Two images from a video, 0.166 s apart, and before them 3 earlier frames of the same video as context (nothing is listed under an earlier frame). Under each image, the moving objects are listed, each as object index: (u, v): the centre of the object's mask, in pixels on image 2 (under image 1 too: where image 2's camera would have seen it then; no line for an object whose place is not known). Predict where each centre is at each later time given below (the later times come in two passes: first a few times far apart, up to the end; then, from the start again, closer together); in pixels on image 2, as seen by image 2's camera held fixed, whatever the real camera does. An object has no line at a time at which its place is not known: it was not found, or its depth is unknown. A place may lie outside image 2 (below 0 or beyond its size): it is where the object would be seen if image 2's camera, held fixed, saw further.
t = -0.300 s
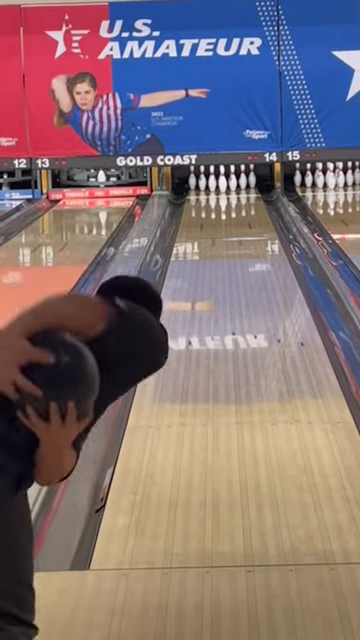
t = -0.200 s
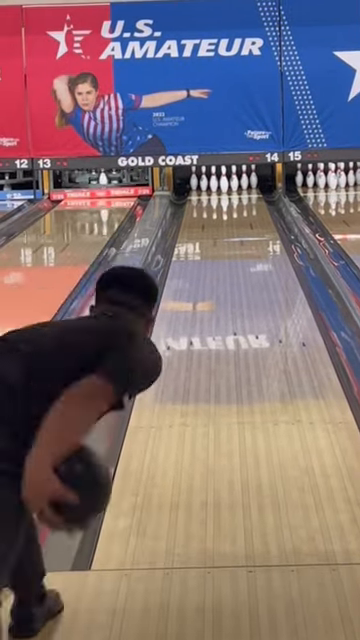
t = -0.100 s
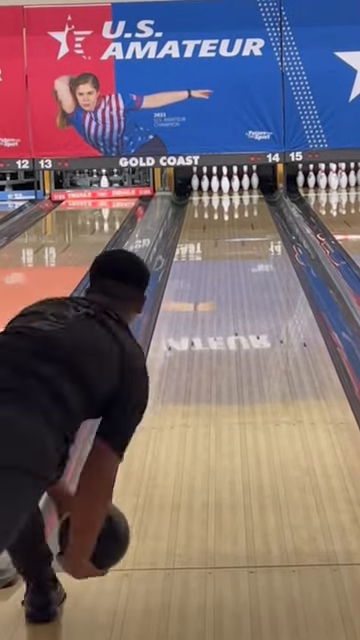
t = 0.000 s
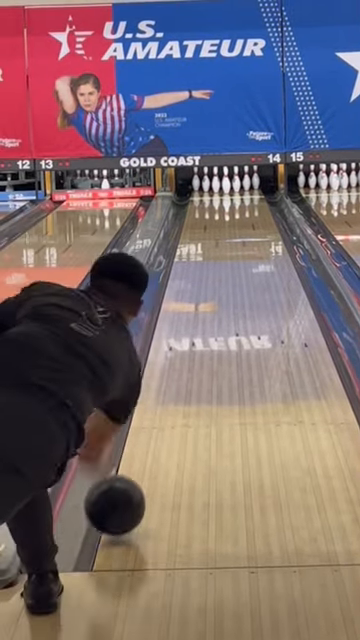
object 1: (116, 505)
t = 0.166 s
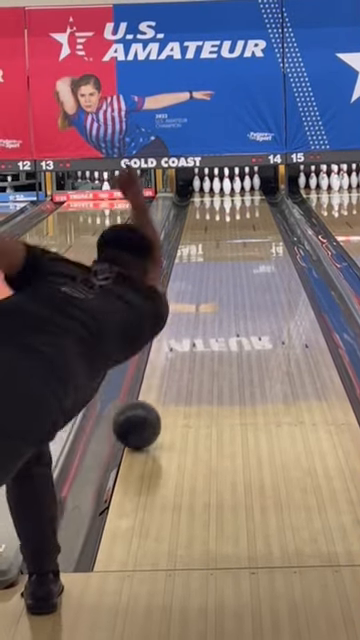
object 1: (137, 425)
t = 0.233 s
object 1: (144, 401)
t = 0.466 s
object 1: (161, 336)
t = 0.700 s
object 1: (177, 294)
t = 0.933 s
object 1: (183, 266)
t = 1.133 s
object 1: (190, 248)
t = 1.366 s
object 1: (196, 230)
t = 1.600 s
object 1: (202, 217)
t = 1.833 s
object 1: (208, 206)
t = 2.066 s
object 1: (216, 196)
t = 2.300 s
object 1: (224, 188)
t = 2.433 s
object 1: (228, 185)
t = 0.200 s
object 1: (140, 412)
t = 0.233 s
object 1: (144, 401)
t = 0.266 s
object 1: (146, 389)
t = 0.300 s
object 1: (149, 379)
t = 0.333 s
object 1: (152, 369)
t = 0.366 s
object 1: (154, 360)
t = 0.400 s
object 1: (157, 352)
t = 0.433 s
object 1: (159, 343)
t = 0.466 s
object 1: (161, 336)
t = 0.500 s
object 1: (163, 329)
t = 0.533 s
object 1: (164, 323)
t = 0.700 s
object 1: (177, 294)
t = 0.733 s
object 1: (176, 290)
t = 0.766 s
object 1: (177, 285)
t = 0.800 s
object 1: (178, 281)
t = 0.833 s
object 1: (180, 277)
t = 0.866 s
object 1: (181, 273)
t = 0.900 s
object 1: (182, 270)
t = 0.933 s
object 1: (183, 266)
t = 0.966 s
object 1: (184, 262)
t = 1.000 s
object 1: (186, 259)
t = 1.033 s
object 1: (186, 256)
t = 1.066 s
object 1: (188, 253)
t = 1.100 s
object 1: (189, 250)
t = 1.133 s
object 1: (190, 248)
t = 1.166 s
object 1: (191, 245)
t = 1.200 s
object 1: (191, 243)
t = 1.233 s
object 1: (193, 240)
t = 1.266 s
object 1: (193, 238)
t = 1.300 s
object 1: (194, 235)
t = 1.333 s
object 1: (195, 232)
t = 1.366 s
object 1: (196, 230)
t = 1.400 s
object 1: (197, 228)
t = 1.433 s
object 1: (198, 227)
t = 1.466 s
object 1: (199, 225)
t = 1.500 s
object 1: (199, 223)
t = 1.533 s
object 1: (202, 220)
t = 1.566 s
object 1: (201, 219)
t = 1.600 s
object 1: (202, 217)
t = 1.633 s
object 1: (203, 216)
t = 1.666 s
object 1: (204, 213)
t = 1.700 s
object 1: (204, 212)
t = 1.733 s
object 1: (205, 210)
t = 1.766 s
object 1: (206, 209)
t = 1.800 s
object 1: (207, 207)
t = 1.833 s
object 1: (208, 206)
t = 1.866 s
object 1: (209, 204)
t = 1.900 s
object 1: (210, 203)
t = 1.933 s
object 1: (211, 202)
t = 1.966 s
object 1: (212, 201)
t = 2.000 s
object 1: (213, 199)
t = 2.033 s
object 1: (214, 198)
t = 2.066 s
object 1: (216, 196)
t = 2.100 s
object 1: (217, 195)
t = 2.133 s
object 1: (218, 194)
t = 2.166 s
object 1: (219, 192)
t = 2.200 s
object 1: (220, 191)
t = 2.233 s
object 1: (221, 190)
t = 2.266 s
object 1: (223, 189)
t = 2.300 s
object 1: (224, 188)
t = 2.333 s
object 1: (224, 188)
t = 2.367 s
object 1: (223, 187)
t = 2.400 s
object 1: (227, 186)
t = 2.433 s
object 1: (228, 185)
